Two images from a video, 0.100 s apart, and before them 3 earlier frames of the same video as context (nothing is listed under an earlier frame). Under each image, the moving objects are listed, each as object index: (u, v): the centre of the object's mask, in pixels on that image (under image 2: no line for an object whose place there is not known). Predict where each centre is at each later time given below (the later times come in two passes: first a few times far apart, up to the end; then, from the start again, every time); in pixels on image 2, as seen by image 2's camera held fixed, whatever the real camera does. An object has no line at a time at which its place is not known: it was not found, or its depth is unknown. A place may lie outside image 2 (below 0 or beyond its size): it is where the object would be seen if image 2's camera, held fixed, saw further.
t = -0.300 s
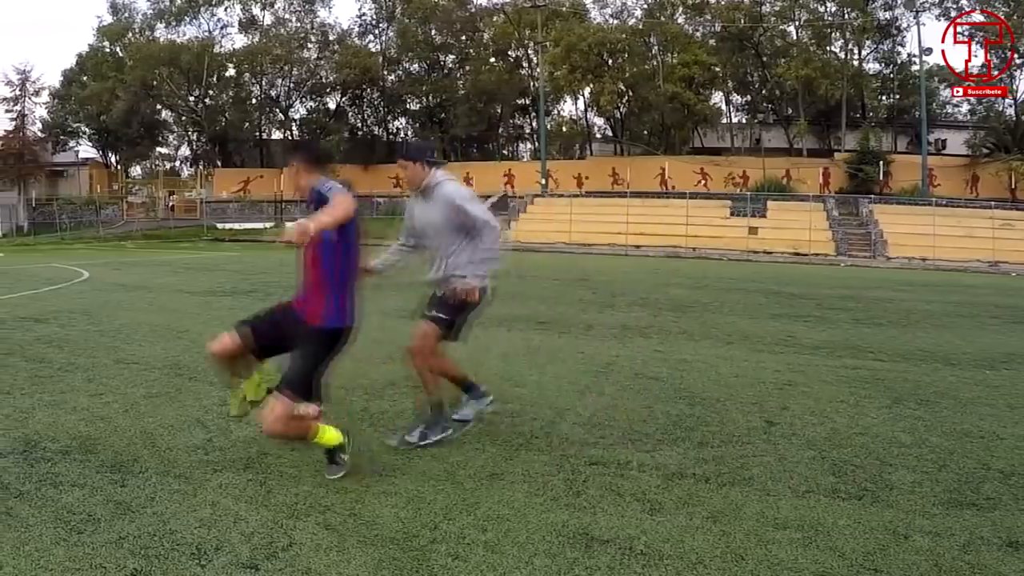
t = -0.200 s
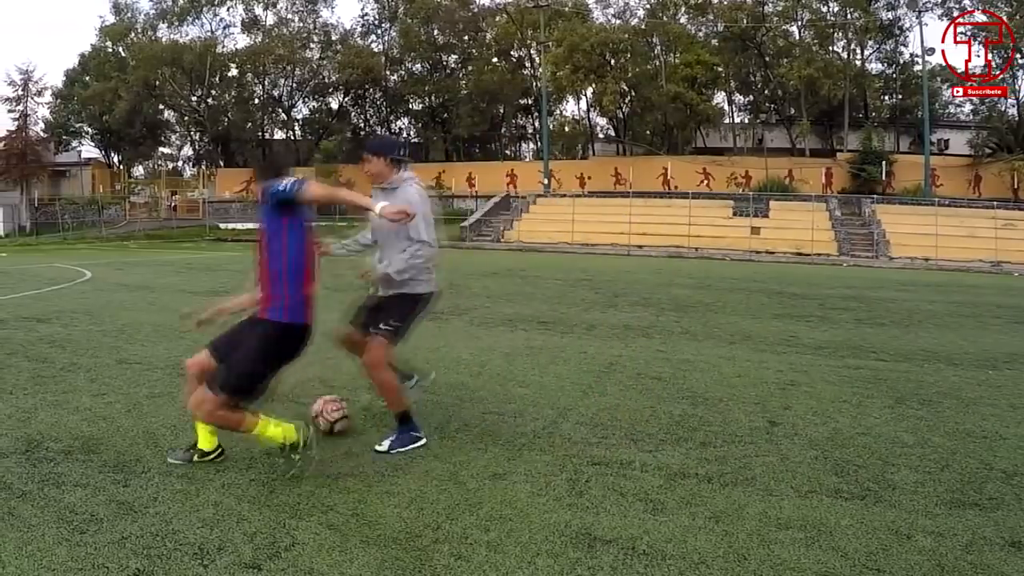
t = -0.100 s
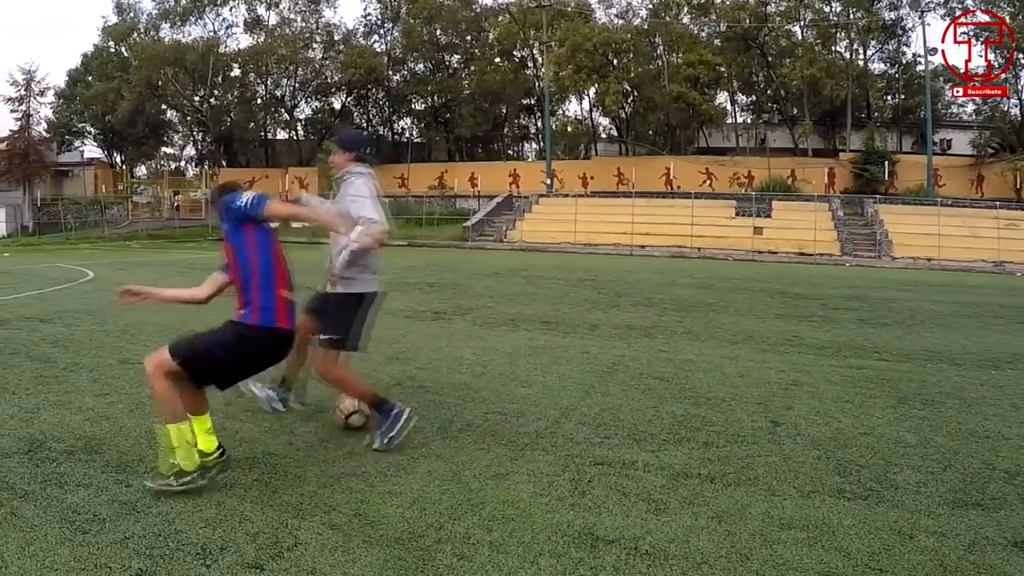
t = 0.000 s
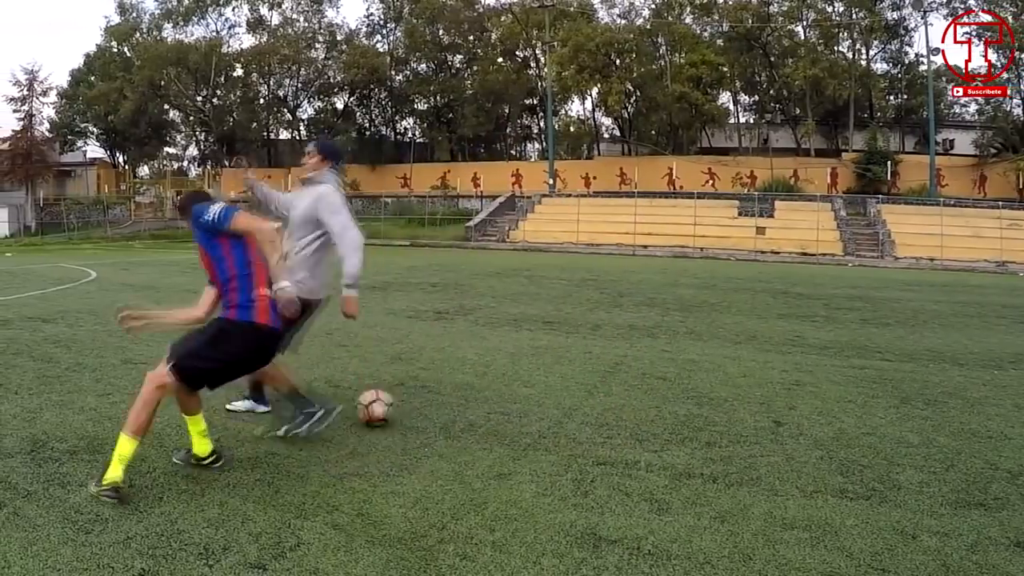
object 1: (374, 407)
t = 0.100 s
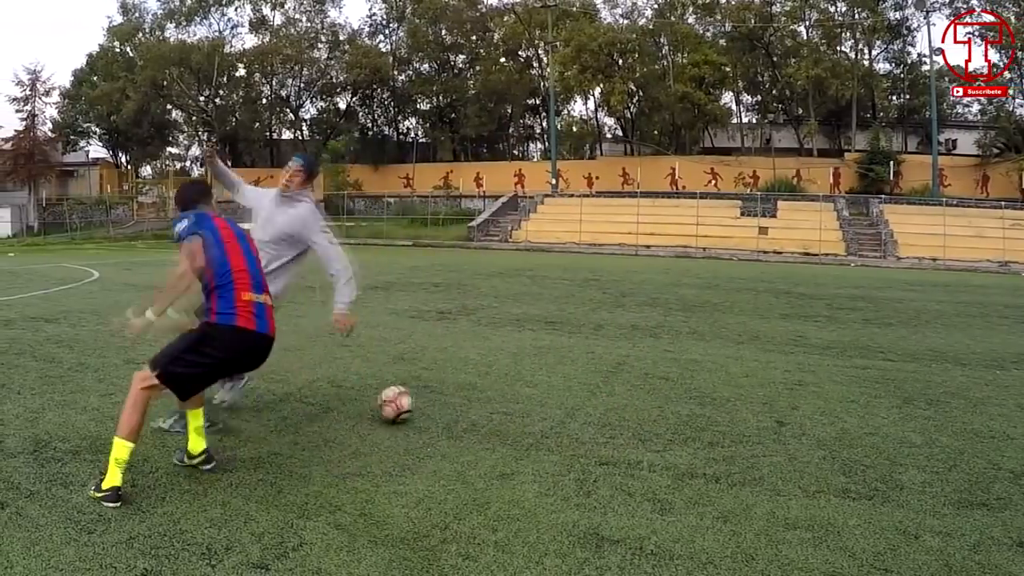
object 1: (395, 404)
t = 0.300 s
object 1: (428, 398)
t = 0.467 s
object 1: (454, 394)
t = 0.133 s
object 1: (400, 403)
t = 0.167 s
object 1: (407, 402)
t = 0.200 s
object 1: (412, 401)
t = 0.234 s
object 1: (418, 400)
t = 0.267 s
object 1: (423, 400)
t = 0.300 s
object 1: (428, 398)
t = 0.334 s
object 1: (433, 398)
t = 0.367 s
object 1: (439, 397)
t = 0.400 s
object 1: (443, 396)
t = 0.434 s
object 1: (448, 395)
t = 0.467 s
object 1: (454, 394)
